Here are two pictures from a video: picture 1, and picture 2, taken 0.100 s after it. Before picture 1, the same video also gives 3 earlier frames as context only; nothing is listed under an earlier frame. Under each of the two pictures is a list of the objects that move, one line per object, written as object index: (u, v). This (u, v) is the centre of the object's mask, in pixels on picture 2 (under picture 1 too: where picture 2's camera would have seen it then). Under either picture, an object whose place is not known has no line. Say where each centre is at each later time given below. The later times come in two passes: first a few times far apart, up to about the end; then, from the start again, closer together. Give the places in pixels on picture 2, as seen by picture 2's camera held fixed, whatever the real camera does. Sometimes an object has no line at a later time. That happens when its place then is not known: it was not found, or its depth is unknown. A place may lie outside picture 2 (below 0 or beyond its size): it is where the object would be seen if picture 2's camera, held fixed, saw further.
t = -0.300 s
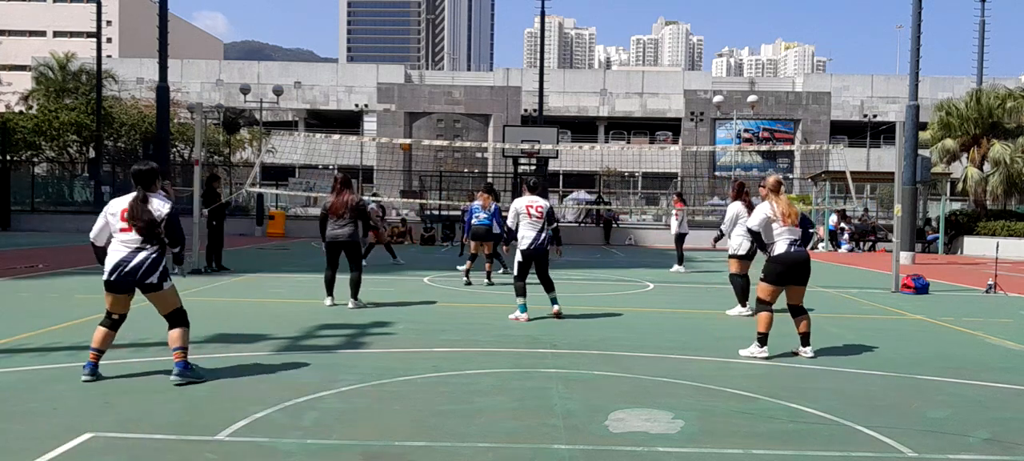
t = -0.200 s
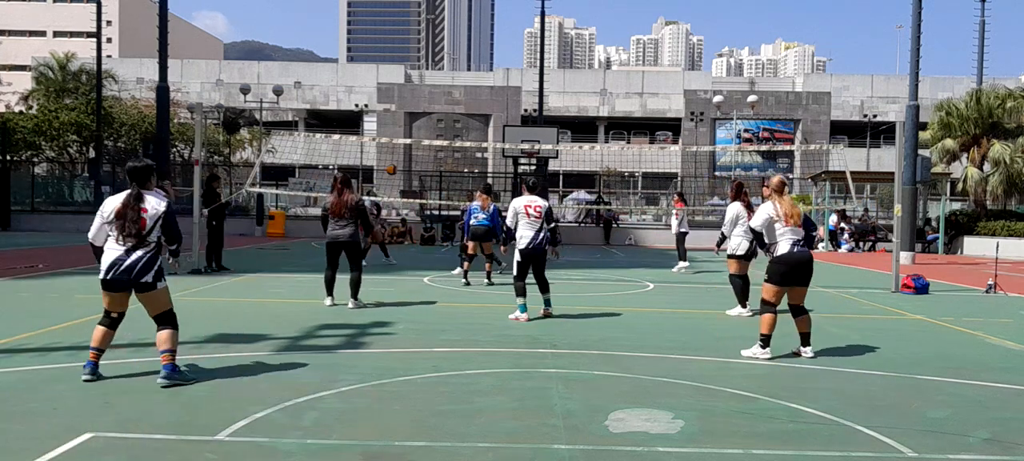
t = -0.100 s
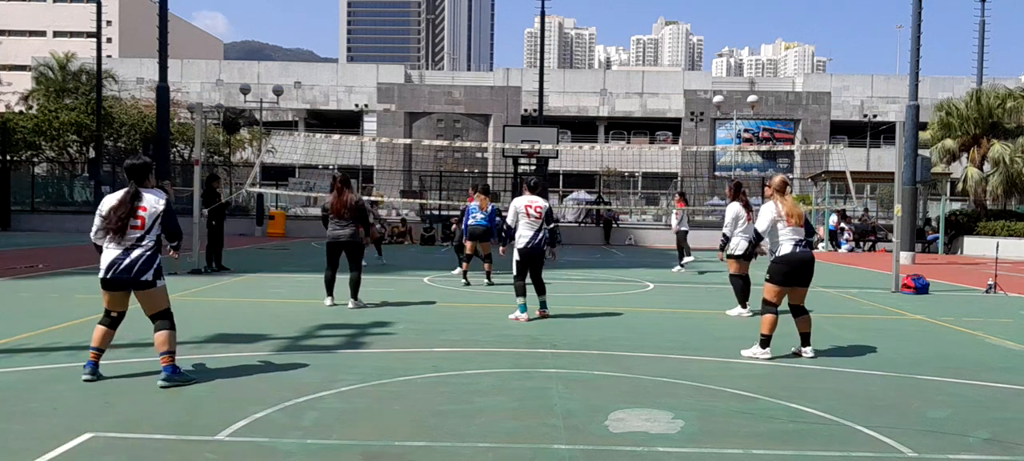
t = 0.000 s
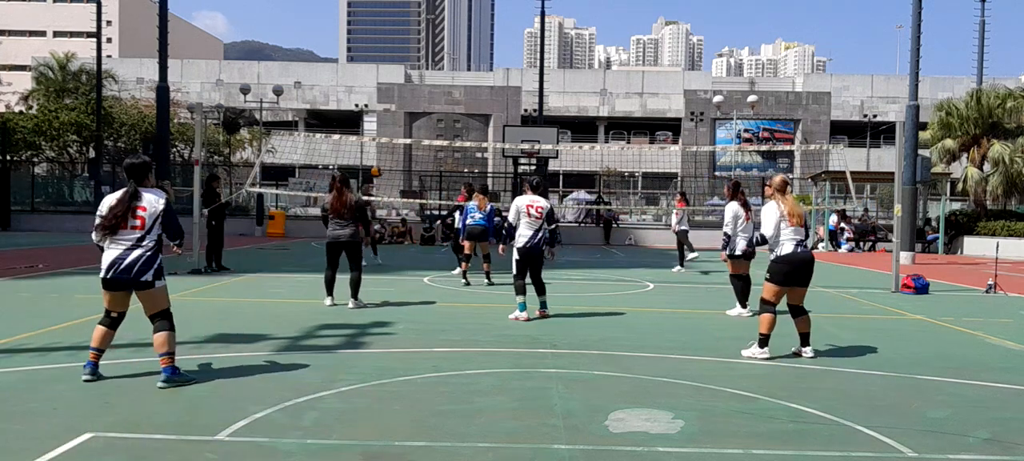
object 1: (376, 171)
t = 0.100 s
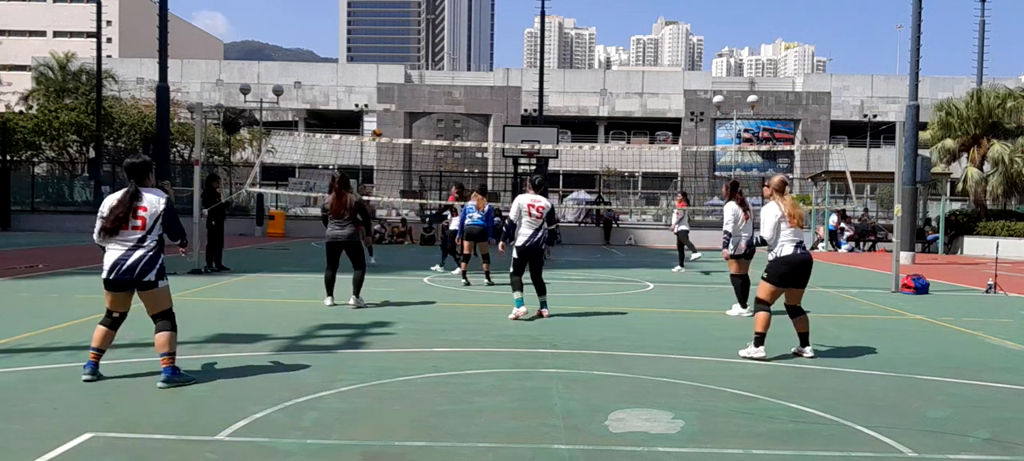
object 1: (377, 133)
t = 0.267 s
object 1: (377, 83)
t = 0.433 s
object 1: (376, 42)
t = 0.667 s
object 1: (377, 9)
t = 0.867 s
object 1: (378, 8)
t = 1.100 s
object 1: (378, 44)
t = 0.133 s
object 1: (376, 123)
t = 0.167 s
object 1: (377, 113)
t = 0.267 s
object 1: (377, 83)
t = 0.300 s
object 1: (377, 73)
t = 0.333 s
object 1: (377, 64)
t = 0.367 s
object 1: (377, 56)
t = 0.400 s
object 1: (376, 48)
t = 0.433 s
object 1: (376, 42)
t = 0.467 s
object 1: (376, 35)
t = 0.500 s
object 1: (377, 29)
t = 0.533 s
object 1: (377, 24)
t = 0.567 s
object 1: (377, 19)
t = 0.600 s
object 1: (377, 16)
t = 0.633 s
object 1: (377, 12)
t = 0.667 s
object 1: (377, 9)
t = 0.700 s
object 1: (378, 7)
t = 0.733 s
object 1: (377, 6)
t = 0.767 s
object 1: (378, 6)
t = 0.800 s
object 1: (378, 6)
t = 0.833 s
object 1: (378, 6)
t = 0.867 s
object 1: (378, 8)
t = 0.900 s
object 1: (378, 11)
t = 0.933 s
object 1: (378, 14)
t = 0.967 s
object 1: (378, 18)
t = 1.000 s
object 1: (378, 23)
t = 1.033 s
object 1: (378, 29)
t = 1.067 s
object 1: (378, 36)
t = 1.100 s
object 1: (378, 44)
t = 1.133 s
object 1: (378, 53)
